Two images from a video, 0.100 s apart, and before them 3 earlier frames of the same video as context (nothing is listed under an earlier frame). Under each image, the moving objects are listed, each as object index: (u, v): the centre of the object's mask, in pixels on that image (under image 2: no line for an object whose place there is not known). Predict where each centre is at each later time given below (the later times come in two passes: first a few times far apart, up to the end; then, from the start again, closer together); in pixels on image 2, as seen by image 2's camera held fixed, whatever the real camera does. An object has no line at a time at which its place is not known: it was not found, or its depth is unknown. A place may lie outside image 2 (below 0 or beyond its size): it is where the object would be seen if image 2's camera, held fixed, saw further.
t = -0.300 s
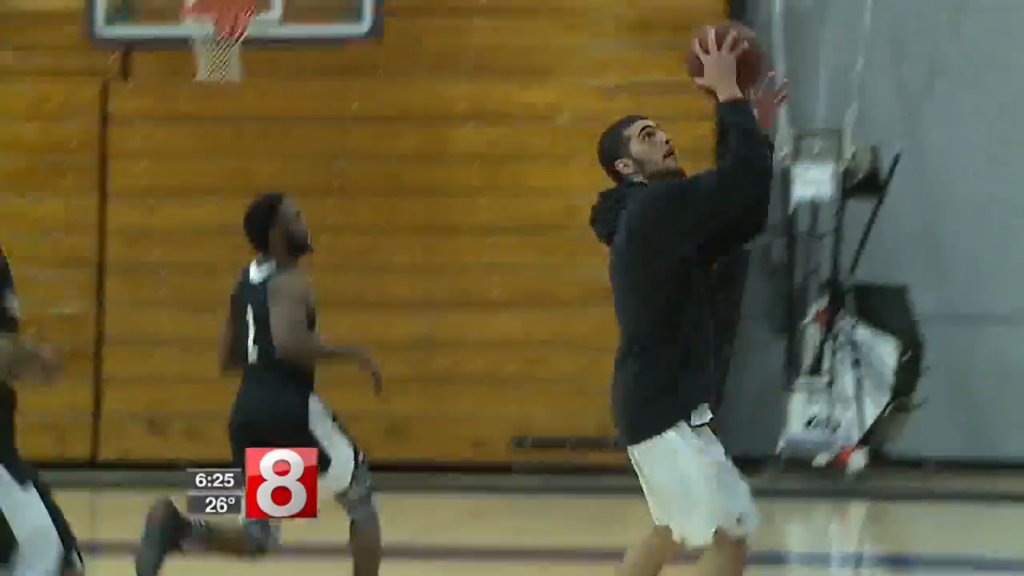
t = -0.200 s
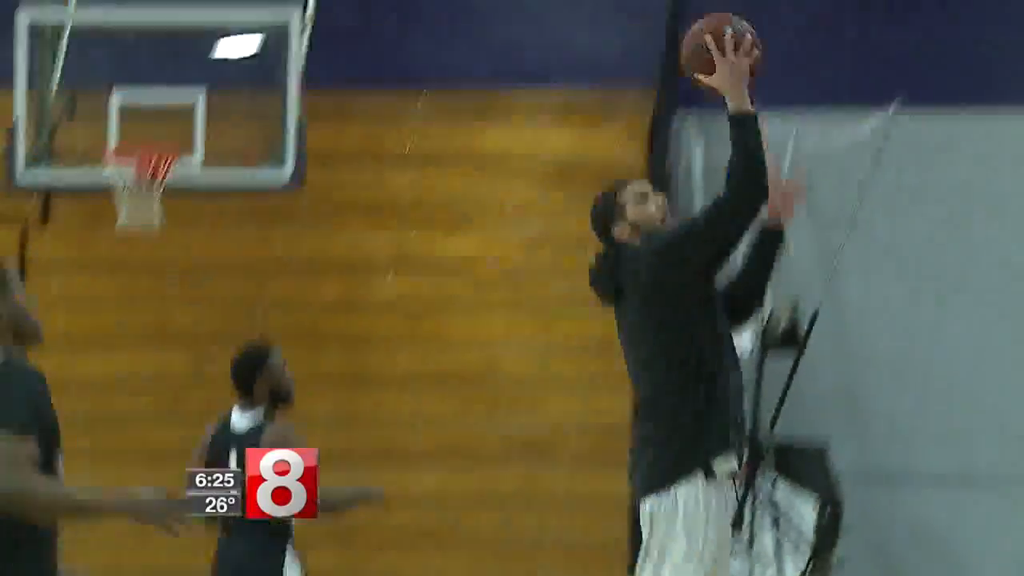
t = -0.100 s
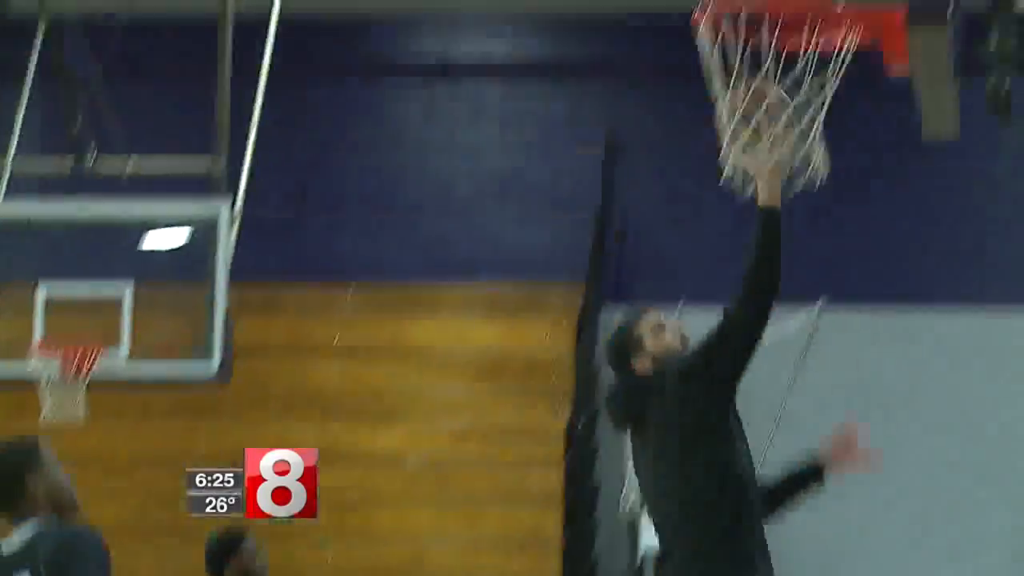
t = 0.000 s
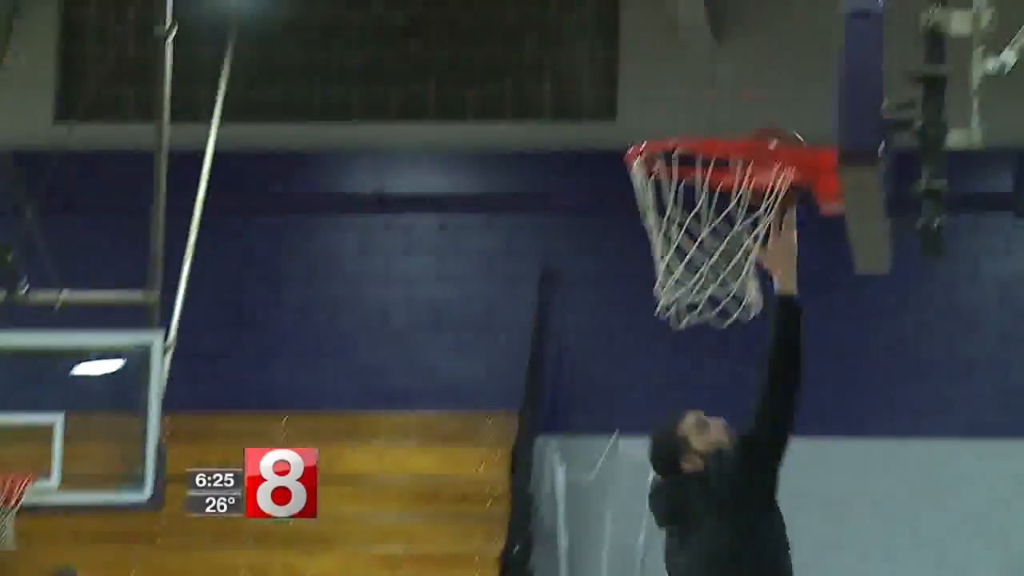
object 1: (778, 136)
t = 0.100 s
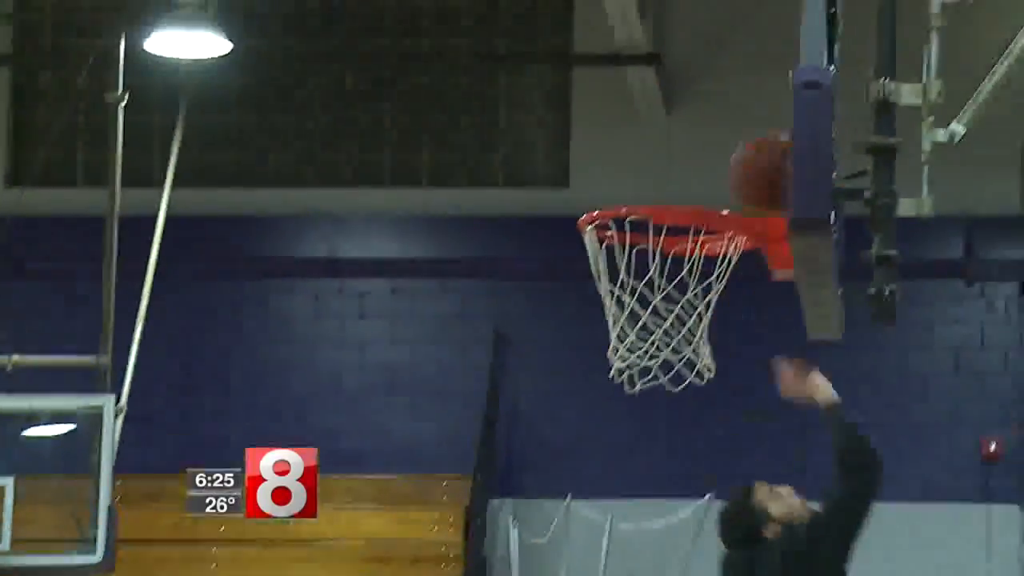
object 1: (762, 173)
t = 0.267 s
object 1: (696, 148)
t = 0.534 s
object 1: (688, 212)
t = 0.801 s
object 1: (602, 322)
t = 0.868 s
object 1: (601, 340)
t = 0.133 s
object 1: (756, 162)
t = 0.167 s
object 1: (744, 154)
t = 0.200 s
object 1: (727, 149)
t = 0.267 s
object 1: (696, 148)
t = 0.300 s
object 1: (680, 151)
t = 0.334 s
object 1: (662, 160)
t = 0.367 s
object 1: (647, 172)
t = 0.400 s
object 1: (628, 183)
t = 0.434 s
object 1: (621, 191)
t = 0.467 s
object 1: (643, 191)
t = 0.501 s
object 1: (668, 193)
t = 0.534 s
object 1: (688, 212)
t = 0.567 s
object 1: (711, 234)
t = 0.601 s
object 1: (701, 239)
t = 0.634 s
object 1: (680, 253)
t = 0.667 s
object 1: (663, 258)
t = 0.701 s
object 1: (647, 264)
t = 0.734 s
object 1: (628, 285)
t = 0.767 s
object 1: (612, 306)
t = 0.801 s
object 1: (602, 322)
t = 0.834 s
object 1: (599, 326)
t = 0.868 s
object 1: (601, 340)
